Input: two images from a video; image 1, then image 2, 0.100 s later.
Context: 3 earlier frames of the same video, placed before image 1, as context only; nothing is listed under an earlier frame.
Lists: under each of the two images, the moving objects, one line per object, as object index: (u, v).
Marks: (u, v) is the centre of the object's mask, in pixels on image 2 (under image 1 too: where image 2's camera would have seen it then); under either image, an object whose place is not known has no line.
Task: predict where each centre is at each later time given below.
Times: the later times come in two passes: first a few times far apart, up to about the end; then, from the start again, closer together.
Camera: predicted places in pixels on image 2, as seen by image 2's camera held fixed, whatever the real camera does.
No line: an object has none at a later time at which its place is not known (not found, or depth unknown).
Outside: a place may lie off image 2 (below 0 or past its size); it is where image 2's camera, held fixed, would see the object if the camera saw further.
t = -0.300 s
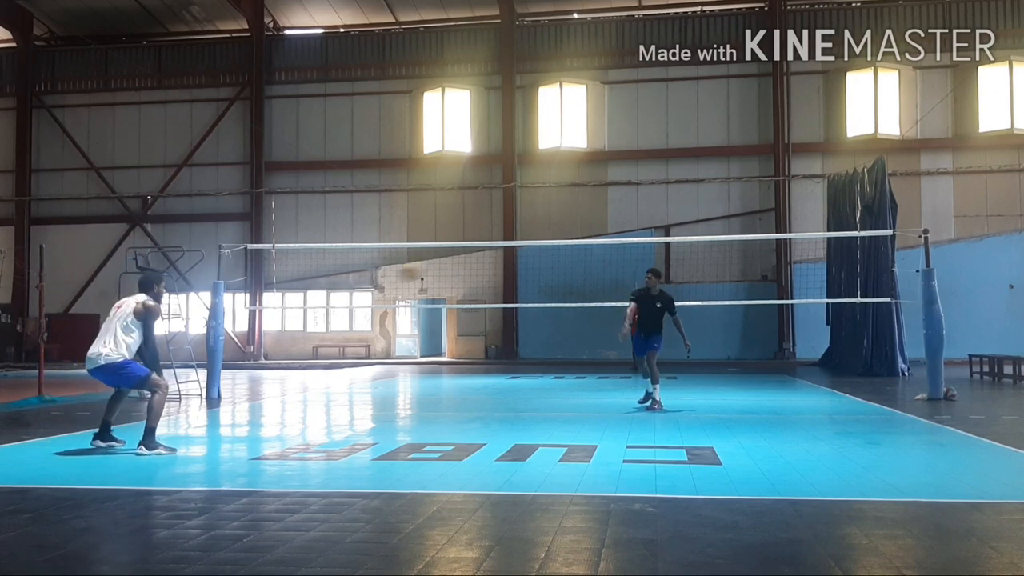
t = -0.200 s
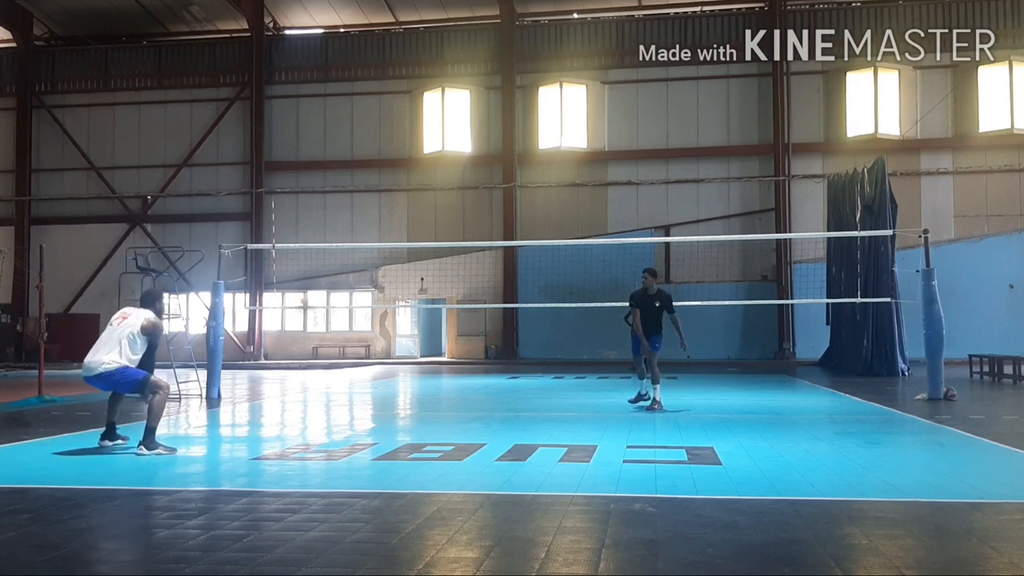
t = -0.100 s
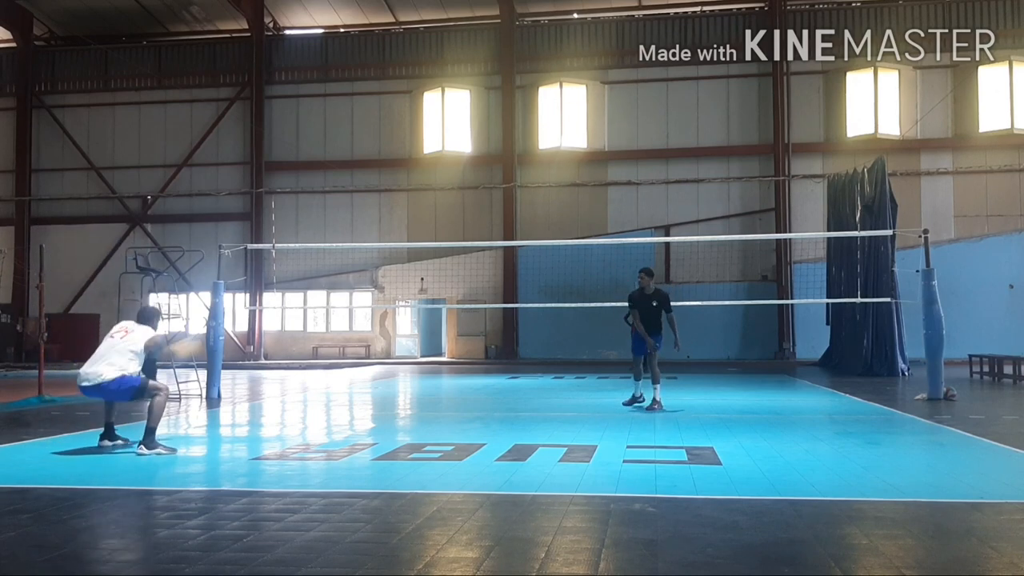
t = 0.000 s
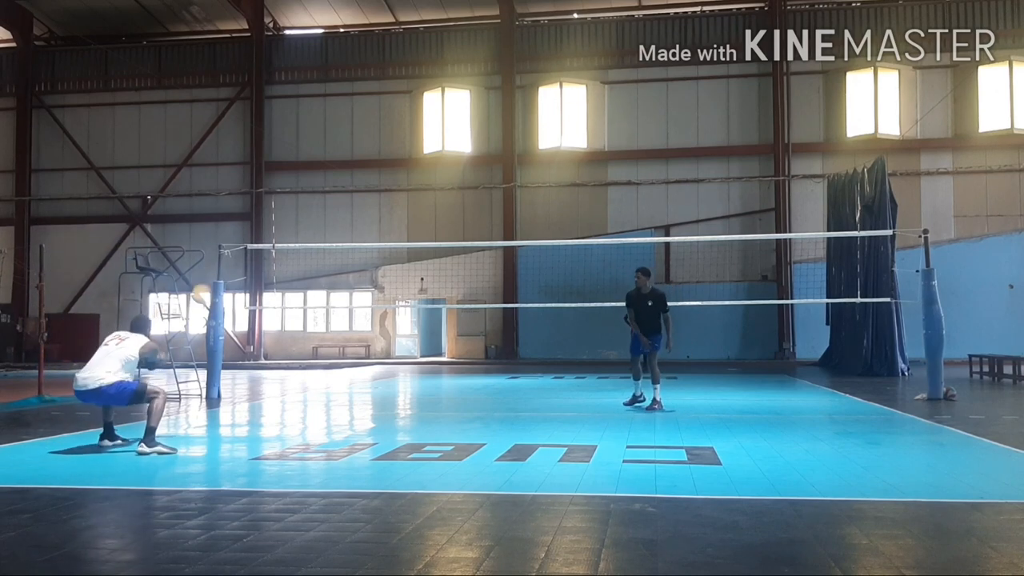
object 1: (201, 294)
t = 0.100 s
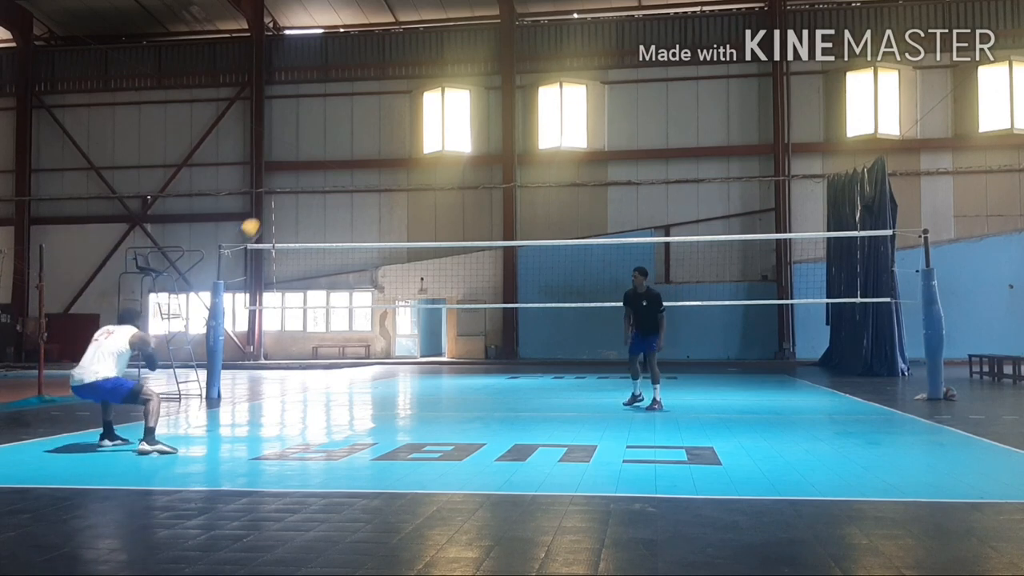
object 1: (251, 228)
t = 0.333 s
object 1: (348, 123)
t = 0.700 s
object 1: (469, 66)
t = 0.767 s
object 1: (488, 66)
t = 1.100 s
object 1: (574, 113)
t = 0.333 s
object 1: (348, 123)
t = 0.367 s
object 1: (360, 112)
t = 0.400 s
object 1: (373, 102)
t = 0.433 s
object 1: (384, 95)
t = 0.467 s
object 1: (396, 87)
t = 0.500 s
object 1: (407, 83)
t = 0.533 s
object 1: (419, 75)
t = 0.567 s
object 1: (429, 72)
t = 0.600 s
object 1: (439, 68)
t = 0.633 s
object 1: (450, 67)
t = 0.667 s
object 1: (460, 66)
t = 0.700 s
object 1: (469, 66)
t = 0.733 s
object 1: (479, 66)
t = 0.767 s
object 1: (488, 66)
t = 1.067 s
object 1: (566, 106)
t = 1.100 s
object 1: (574, 113)
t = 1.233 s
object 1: (606, 150)
